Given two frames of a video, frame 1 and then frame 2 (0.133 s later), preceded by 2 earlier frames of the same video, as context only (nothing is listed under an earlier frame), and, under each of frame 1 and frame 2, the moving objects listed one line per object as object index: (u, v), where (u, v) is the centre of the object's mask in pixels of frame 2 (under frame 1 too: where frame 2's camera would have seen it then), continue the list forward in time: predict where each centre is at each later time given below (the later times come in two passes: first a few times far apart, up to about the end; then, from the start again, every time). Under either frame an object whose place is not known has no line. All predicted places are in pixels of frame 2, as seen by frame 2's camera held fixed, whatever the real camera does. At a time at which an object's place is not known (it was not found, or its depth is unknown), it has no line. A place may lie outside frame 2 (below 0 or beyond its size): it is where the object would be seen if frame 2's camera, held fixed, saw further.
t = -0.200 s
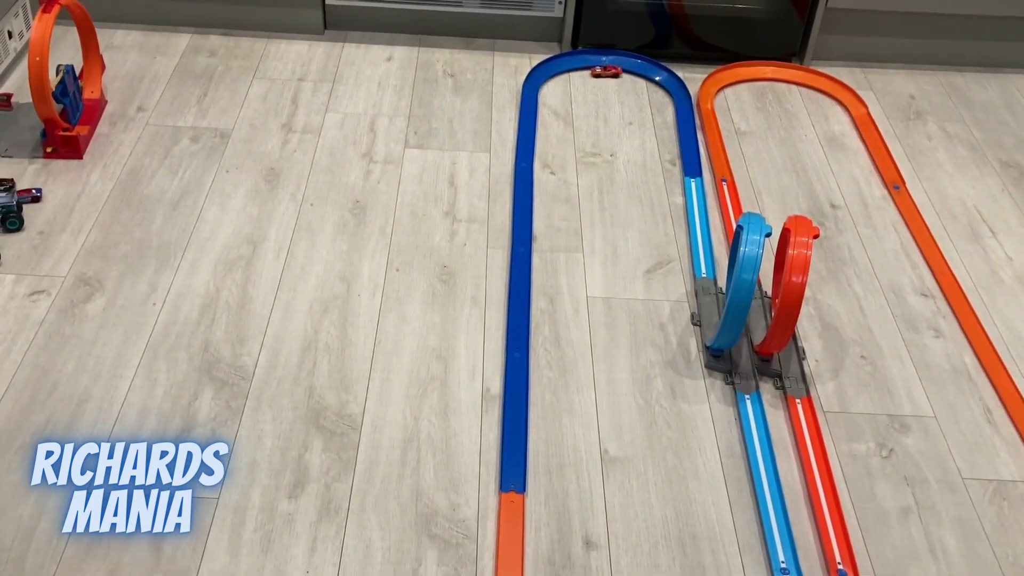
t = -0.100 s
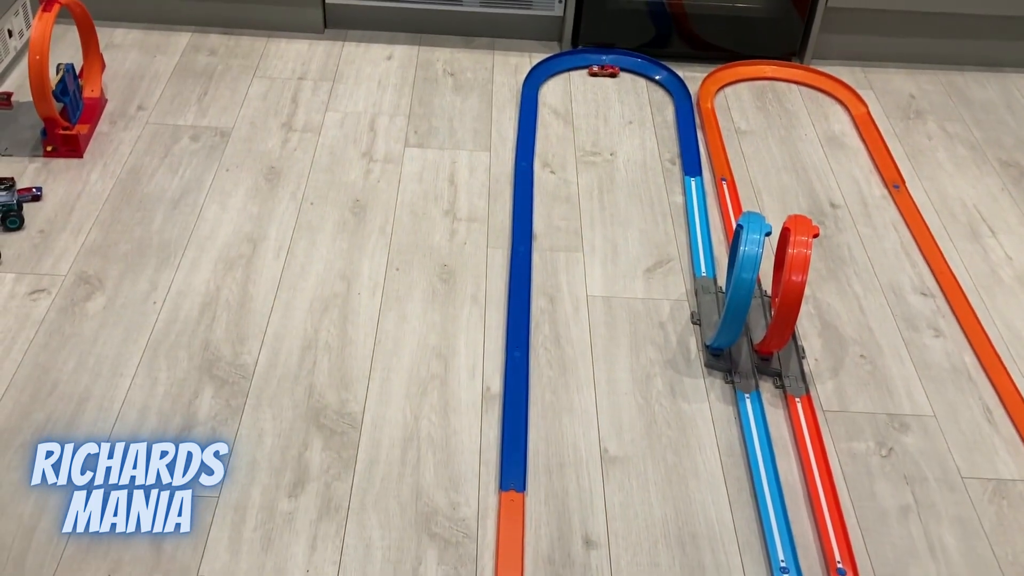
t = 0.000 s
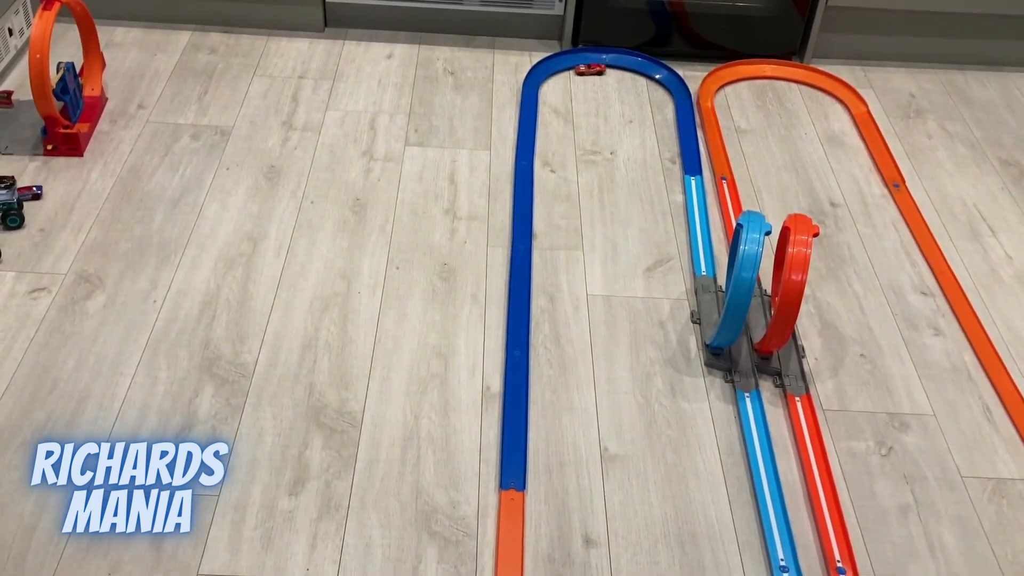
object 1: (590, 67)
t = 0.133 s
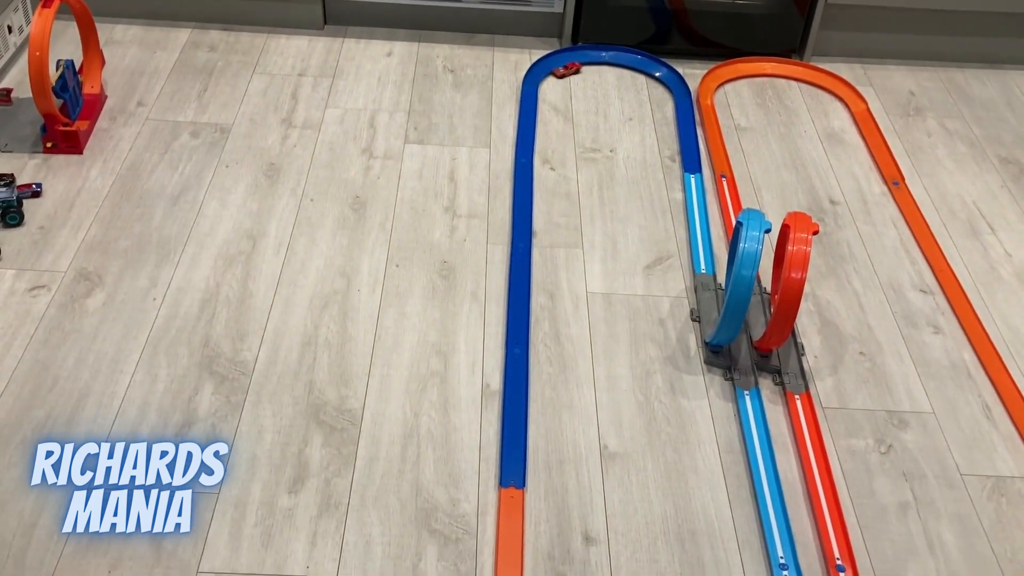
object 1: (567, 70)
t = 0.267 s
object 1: (550, 80)
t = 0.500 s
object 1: (543, 113)
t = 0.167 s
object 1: (562, 72)
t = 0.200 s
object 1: (557, 74)
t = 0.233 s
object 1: (553, 77)
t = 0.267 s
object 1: (550, 80)
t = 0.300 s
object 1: (547, 84)
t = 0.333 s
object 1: (545, 88)
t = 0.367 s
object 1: (544, 93)
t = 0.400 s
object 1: (544, 97)
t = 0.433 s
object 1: (543, 103)
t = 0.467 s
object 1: (543, 108)
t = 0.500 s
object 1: (543, 113)
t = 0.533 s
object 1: (543, 120)
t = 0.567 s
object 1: (544, 126)
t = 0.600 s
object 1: (545, 132)
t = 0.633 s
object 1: (547, 140)
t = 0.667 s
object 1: (551, 148)
